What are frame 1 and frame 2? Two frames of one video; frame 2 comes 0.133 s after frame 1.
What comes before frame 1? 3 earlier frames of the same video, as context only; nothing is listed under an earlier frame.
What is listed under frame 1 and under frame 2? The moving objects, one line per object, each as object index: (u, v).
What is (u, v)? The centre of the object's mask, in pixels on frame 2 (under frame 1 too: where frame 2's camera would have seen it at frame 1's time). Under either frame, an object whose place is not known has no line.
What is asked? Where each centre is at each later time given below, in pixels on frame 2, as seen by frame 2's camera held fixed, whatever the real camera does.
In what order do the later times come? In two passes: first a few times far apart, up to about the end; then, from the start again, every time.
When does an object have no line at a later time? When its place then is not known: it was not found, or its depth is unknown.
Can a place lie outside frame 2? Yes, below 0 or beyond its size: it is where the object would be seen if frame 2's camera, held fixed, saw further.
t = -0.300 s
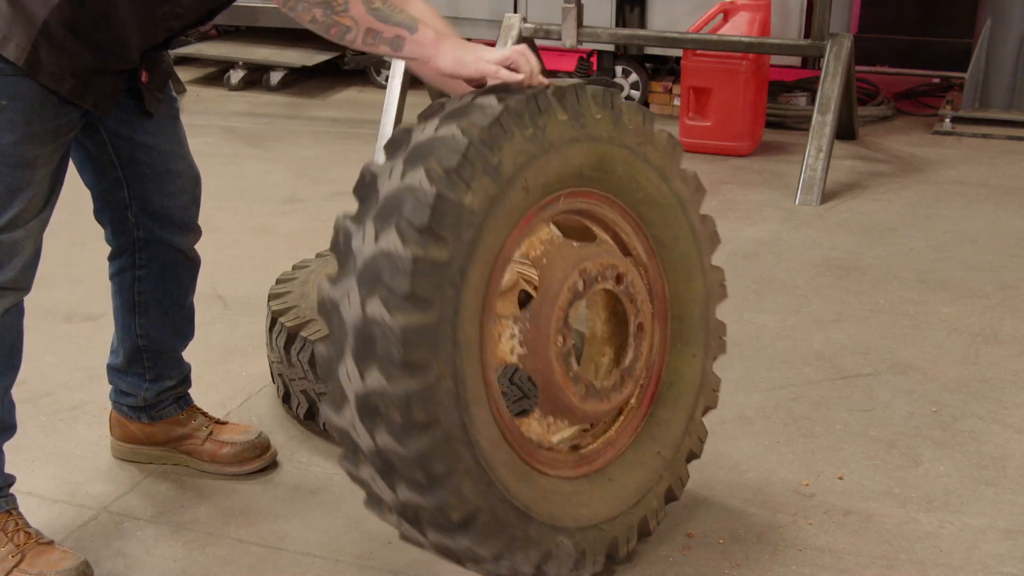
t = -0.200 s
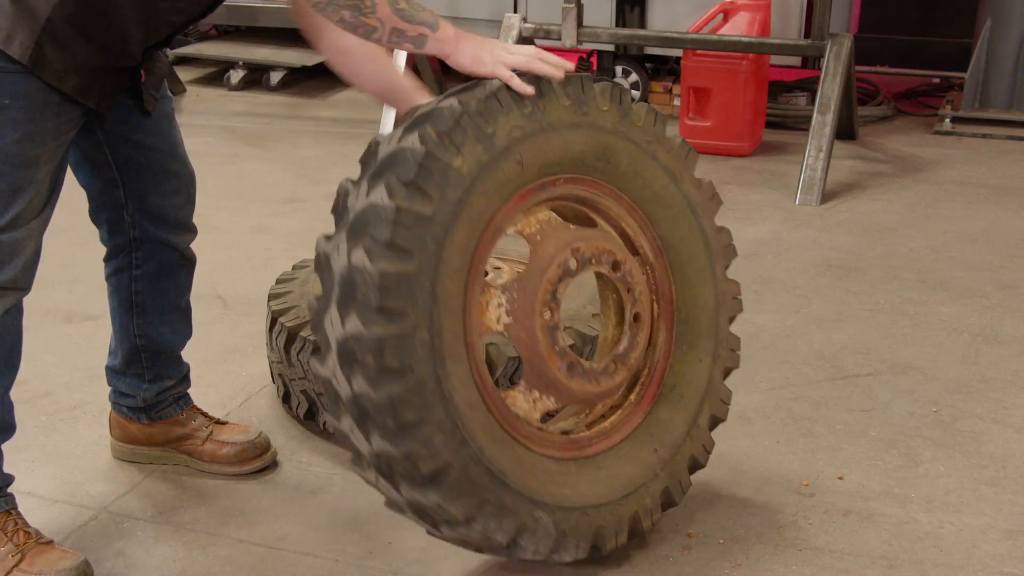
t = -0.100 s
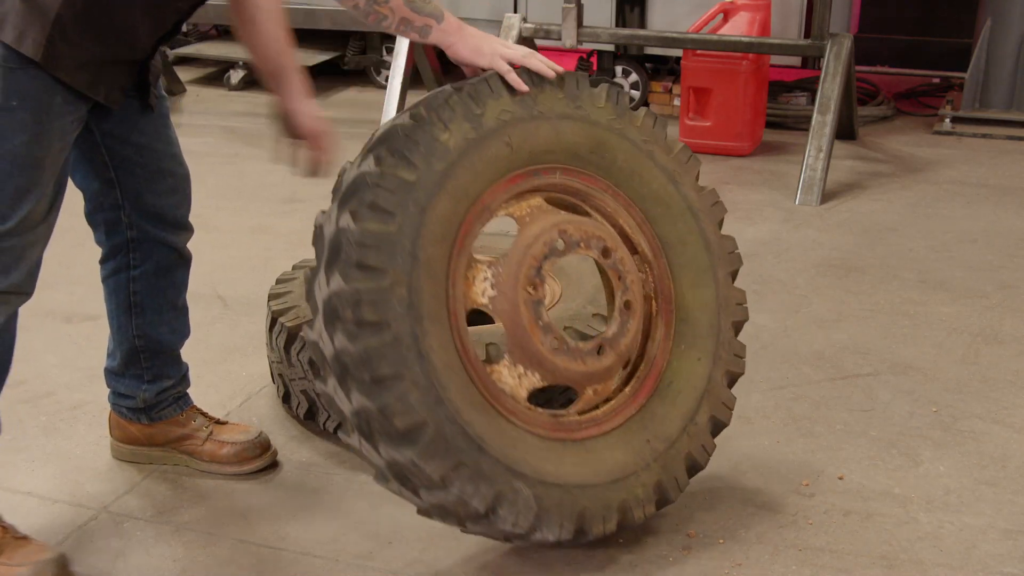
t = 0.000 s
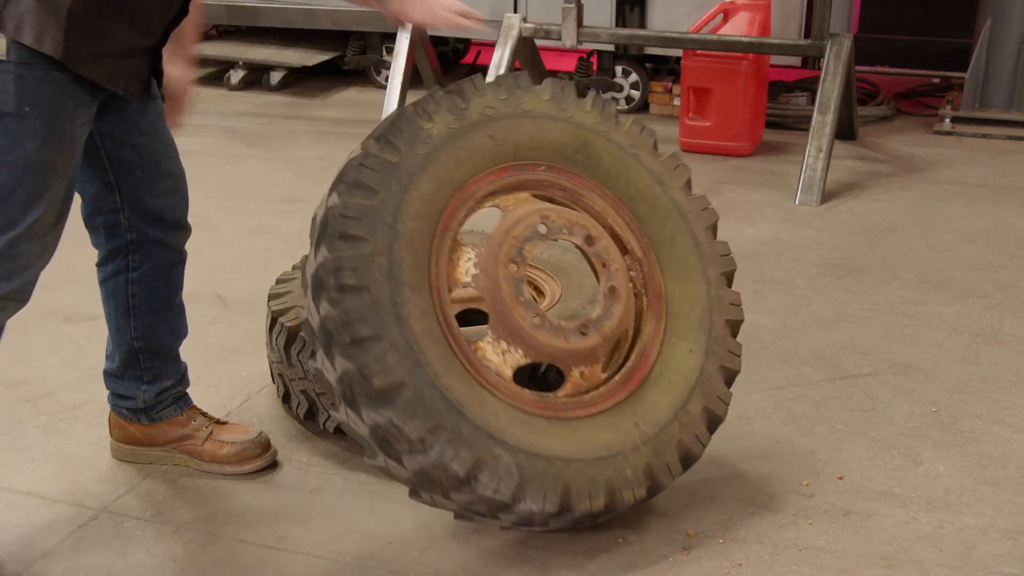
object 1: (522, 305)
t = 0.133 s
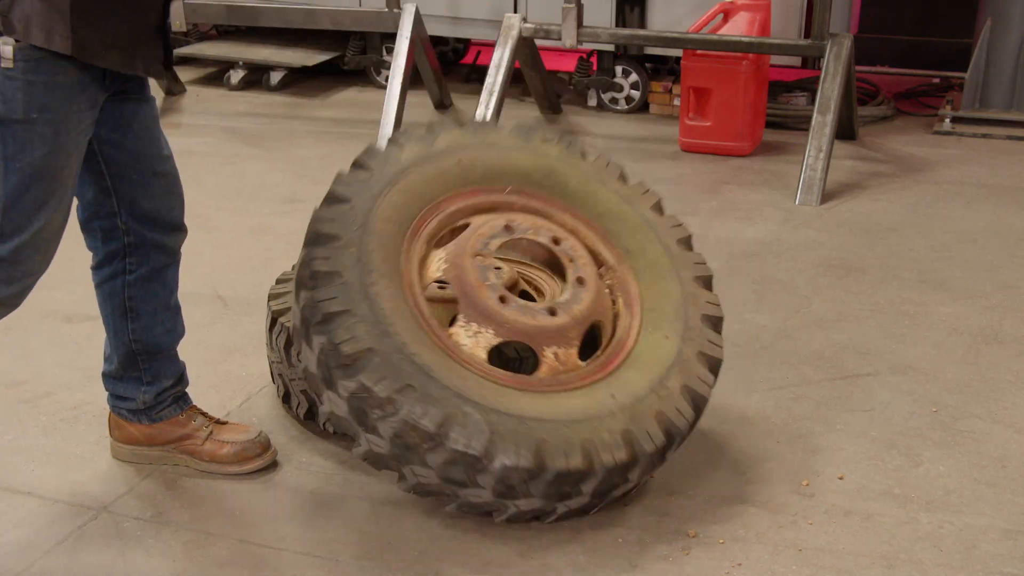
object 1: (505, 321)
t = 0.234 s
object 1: (490, 323)
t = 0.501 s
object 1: (486, 332)
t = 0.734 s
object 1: (491, 345)
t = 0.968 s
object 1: (495, 352)
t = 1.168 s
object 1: (494, 352)
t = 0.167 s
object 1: (502, 326)
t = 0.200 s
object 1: (497, 327)
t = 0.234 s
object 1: (490, 323)
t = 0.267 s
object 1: (487, 319)
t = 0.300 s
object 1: (487, 314)
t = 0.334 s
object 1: (486, 316)
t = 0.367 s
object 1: (485, 322)
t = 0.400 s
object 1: (483, 326)
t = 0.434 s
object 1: (483, 324)
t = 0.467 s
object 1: (484, 326)
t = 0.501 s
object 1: (486, 332)
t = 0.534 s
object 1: (488, 337)
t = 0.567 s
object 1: (488, 337)
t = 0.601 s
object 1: (487, 338)
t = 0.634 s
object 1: (488, 342)
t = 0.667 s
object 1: (490, 346)
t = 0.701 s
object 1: (490, 347)
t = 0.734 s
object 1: (491, 345)
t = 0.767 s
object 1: (495, 347)
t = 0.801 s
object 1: (495, 351)
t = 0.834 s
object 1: (495, 352)
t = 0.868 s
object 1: (495, 351)
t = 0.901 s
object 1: (495, 352)
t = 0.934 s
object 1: (495, 352)
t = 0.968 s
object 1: (495, 352)
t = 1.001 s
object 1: (495, 352)
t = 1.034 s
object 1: (495, 352)
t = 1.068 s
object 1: (495, 352)
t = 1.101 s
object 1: (495, 352)
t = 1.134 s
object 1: (494, 352)
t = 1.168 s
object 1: (494, 352)
